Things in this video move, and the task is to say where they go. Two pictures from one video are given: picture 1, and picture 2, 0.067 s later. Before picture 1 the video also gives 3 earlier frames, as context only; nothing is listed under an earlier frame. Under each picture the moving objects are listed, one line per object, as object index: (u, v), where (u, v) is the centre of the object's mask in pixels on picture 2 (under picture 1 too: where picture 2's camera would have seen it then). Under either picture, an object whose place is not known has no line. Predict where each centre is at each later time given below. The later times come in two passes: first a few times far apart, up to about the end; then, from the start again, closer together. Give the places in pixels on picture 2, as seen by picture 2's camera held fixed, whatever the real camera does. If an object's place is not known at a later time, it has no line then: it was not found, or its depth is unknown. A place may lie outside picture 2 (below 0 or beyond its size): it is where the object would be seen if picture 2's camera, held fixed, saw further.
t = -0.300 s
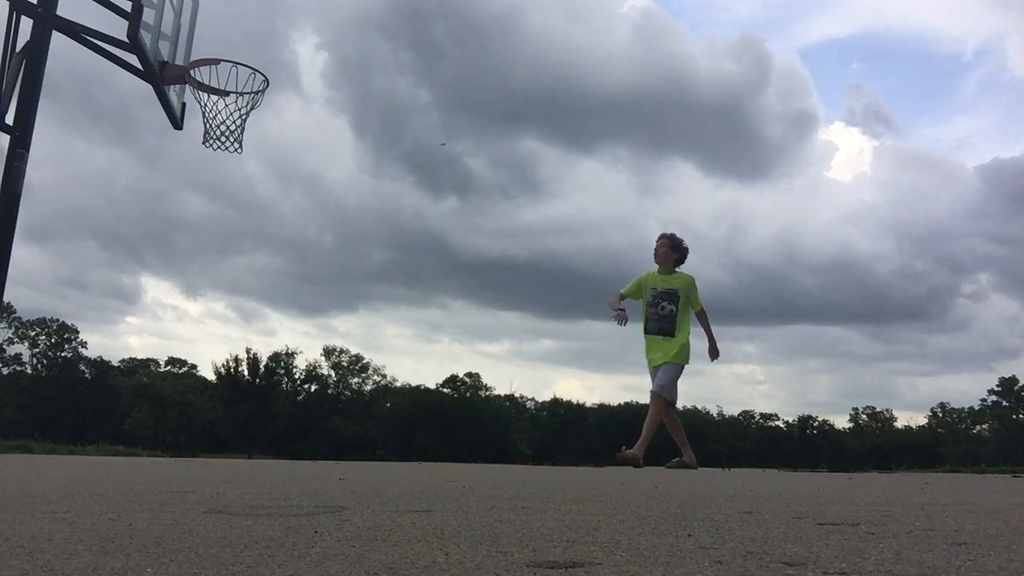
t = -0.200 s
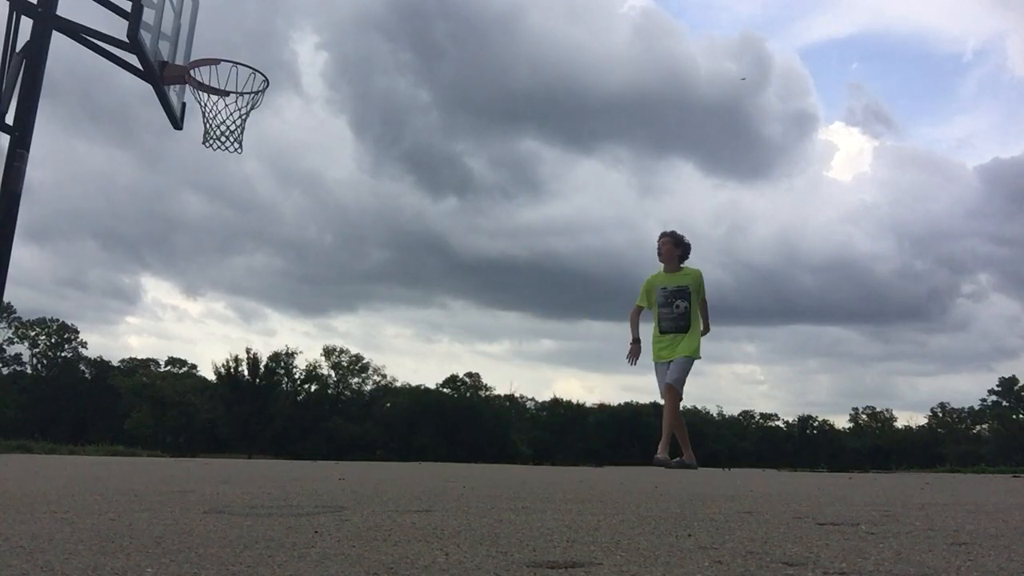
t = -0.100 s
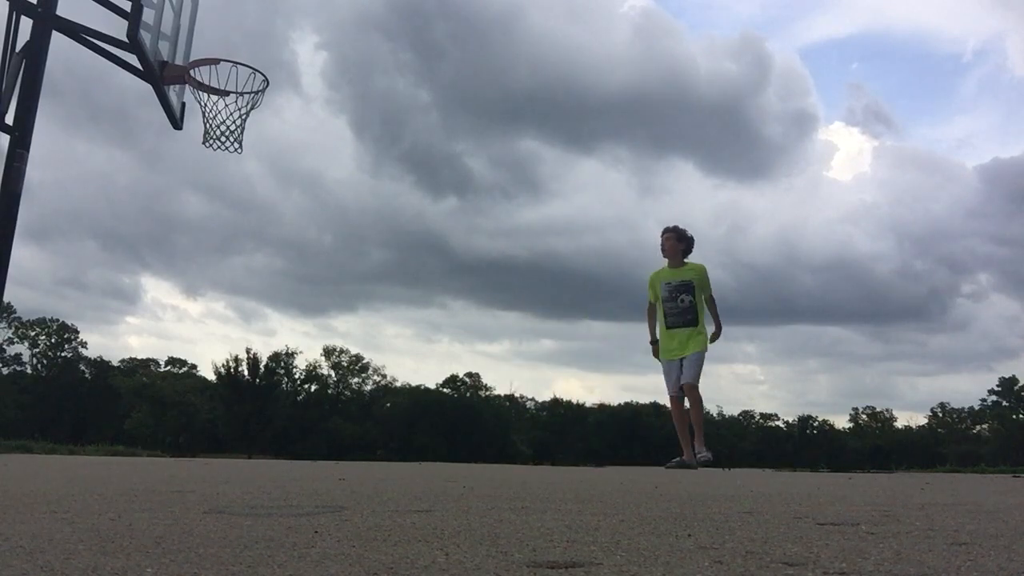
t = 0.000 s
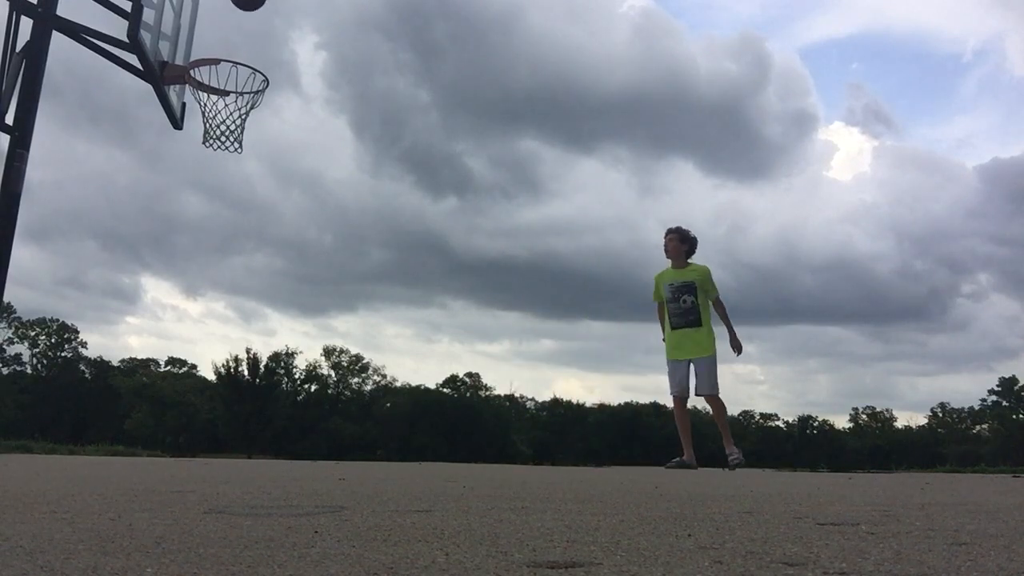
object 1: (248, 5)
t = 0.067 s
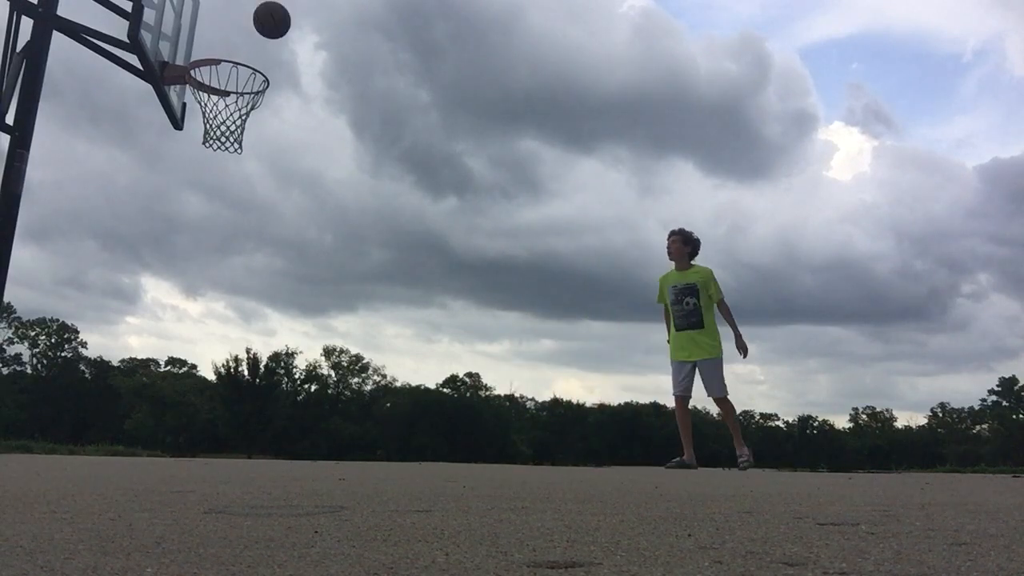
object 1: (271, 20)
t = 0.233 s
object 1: (329, 116)
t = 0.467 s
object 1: (403, 312)
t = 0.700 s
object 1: (471, 352)
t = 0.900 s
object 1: (526, 243)
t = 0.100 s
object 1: (283, 36)
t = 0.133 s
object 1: (295, 54)
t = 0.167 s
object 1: (307, 73)
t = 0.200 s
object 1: (318, 93)
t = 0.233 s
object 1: (329, 116)
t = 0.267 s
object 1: (340, 139)
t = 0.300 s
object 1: (351, 164)
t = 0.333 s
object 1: (362, 191)
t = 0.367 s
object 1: (372, 219)
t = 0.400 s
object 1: (383, 249)
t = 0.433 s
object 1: (393, 280)
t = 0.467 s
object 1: (403, 312)
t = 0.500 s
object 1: (412, 346)
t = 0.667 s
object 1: (462, 379)
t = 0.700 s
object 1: (471, 352)
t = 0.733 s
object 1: (481, 329)
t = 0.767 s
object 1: (490, 307)
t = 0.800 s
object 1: (500, 288)
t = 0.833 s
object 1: (509, 271)
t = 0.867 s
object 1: (517, 256)
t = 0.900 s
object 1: (526, 243)
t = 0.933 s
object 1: (534, 231)
